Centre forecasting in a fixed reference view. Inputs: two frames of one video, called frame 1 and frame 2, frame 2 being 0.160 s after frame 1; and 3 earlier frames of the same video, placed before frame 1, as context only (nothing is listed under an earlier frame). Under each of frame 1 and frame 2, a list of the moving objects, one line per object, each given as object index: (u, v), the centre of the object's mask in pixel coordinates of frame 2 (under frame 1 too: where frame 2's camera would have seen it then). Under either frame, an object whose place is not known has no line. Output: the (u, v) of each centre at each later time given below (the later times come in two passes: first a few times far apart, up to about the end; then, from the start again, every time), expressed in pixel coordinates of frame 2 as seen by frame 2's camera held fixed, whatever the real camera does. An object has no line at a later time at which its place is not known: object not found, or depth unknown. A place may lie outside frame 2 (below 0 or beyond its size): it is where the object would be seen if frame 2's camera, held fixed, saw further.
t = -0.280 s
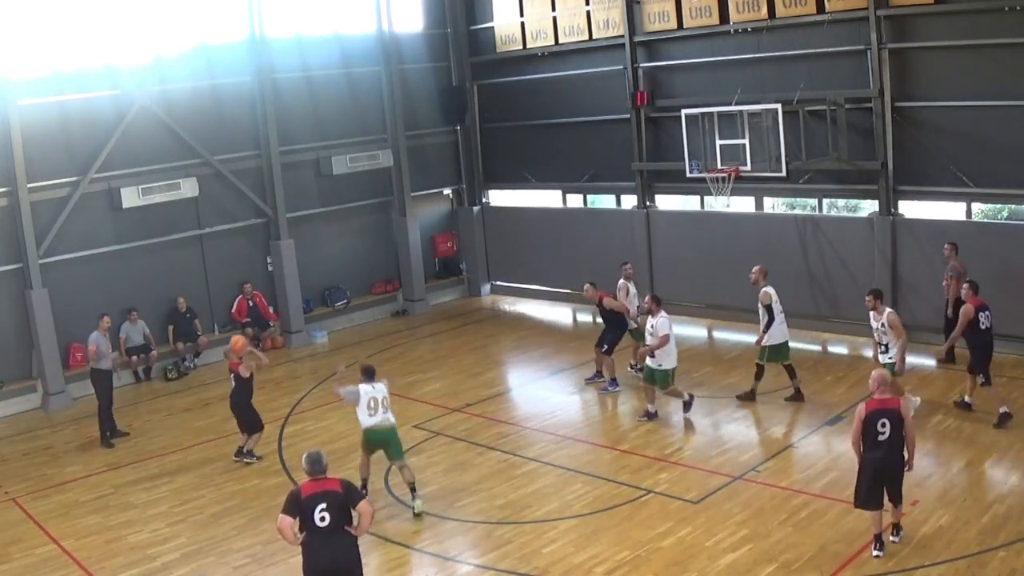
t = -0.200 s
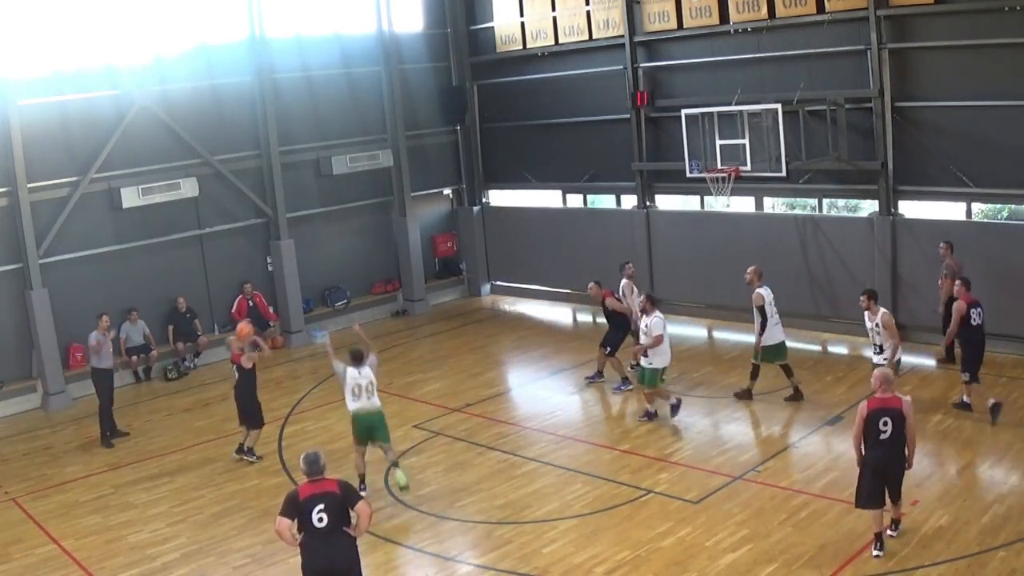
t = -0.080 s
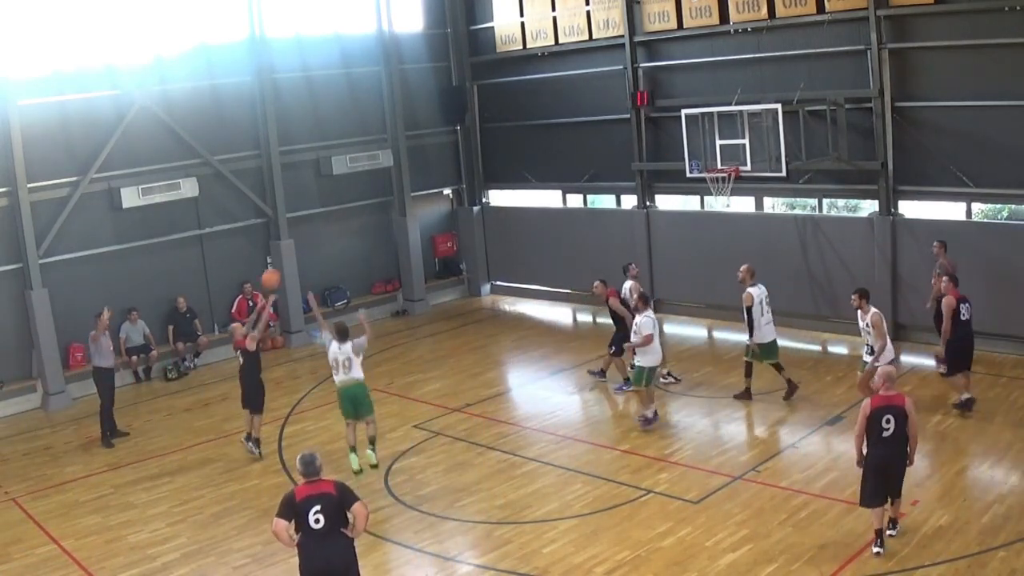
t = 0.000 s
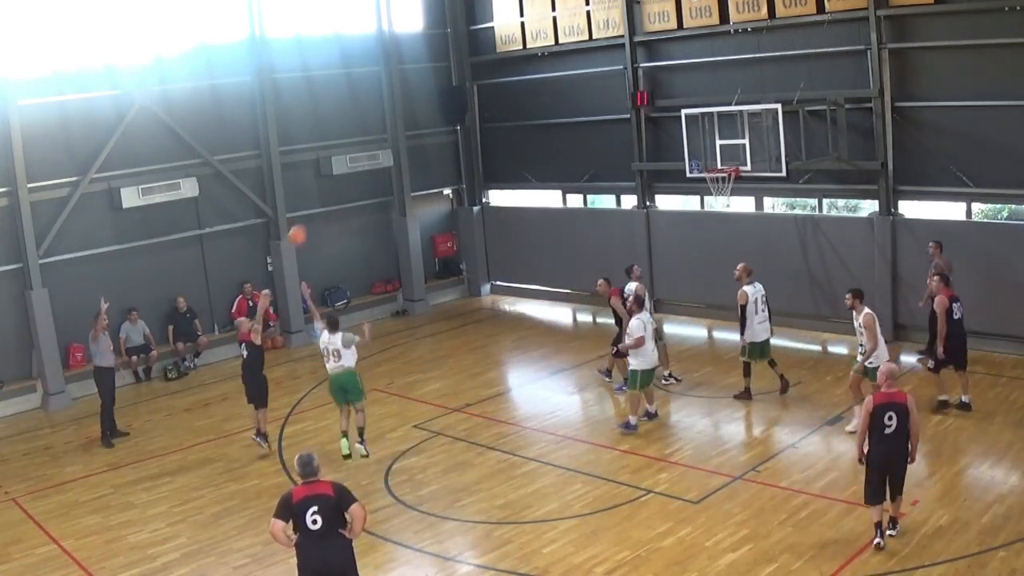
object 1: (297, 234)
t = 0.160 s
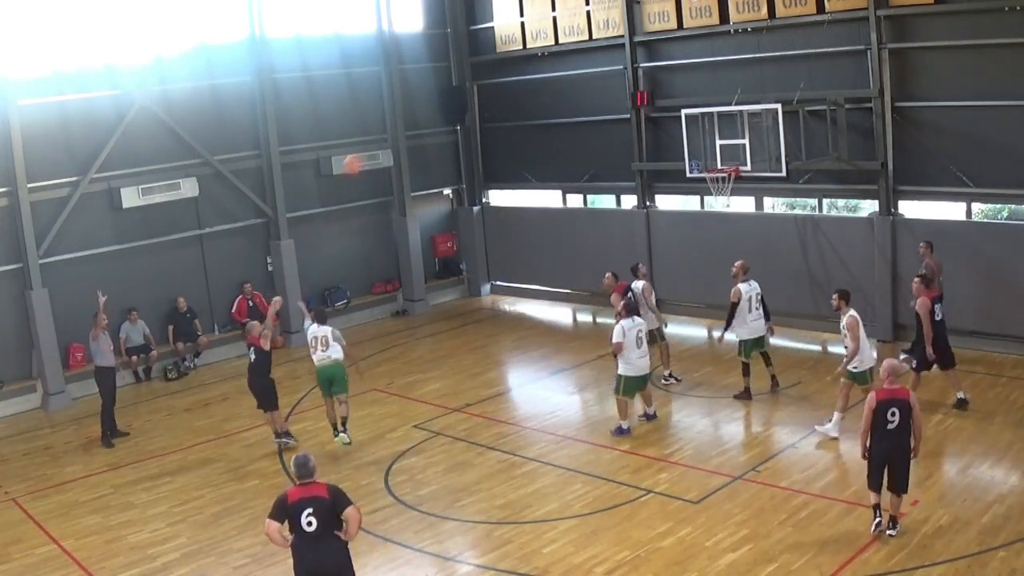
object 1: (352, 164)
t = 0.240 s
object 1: (381, 137)
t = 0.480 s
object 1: (464, 84)
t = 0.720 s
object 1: (547, 75)
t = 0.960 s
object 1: (626, 106)
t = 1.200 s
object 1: (697, 171)
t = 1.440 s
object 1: (614, 210)
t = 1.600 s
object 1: (558, 253)
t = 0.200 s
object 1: (367, 150)
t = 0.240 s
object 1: (381, 137)
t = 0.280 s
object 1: (395, 125)
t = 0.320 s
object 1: (409, 113)
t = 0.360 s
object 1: (423, 104)
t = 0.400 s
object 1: (436, 96)
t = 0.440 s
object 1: (450, 89)
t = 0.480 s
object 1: (464, 84)
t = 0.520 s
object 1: (478, 79)
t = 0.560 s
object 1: (492, 76)
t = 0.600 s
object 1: (506, 74)
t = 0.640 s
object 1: (520, 73)
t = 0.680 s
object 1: (534, 73)
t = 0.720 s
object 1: (547, 75)
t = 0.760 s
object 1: (560, 78)
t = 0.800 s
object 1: (574, 81)
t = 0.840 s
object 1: (587, 85)
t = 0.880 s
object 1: (600, 91)
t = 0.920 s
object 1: (614, 98)
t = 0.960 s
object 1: (626, 106)
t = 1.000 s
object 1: (640, 115)
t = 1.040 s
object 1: (653, 125)
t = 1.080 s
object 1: (665, 135)
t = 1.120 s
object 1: (676, 147)
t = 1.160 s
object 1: (689, 159)
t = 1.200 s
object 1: (697, 171)
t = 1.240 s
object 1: (683, 175)
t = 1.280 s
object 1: (670, 179)
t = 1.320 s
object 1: (656, 184)
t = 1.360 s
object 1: (643, 190)
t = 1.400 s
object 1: (628, 198)
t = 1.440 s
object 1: (614, 210)
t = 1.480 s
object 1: (600, 217)
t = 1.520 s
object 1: (586, 228)
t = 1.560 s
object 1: (572, 240)
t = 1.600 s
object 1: (558, 253)
